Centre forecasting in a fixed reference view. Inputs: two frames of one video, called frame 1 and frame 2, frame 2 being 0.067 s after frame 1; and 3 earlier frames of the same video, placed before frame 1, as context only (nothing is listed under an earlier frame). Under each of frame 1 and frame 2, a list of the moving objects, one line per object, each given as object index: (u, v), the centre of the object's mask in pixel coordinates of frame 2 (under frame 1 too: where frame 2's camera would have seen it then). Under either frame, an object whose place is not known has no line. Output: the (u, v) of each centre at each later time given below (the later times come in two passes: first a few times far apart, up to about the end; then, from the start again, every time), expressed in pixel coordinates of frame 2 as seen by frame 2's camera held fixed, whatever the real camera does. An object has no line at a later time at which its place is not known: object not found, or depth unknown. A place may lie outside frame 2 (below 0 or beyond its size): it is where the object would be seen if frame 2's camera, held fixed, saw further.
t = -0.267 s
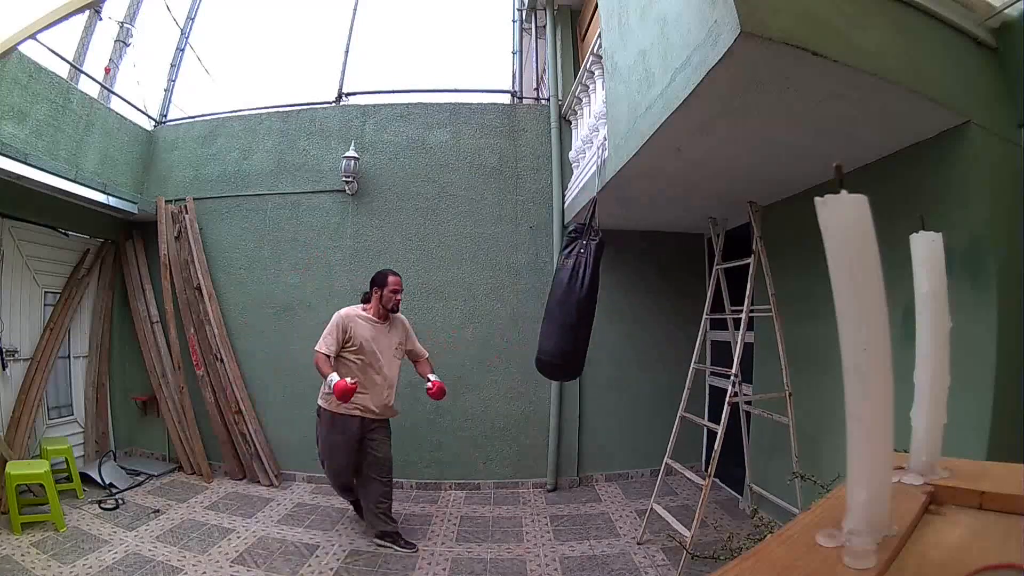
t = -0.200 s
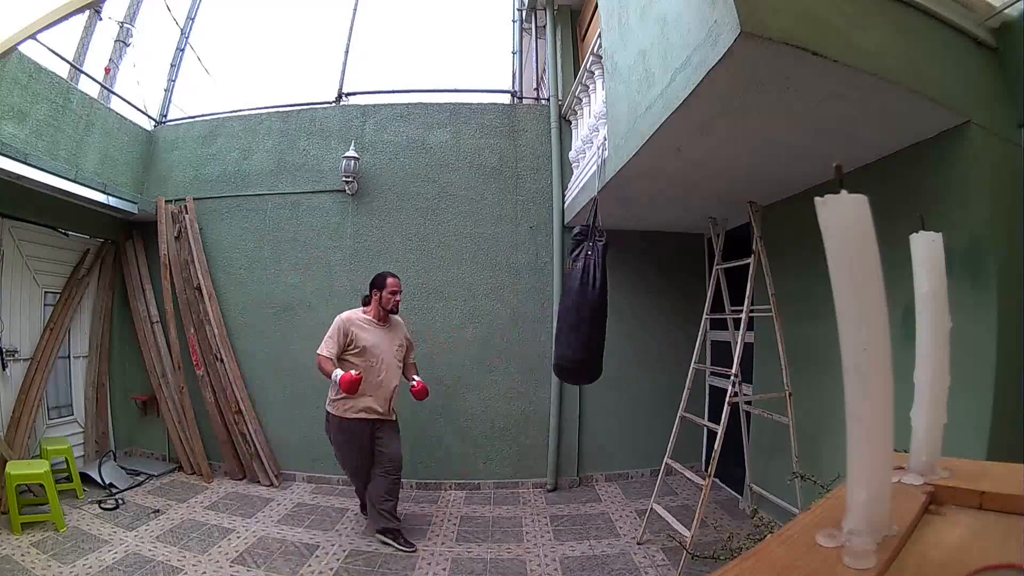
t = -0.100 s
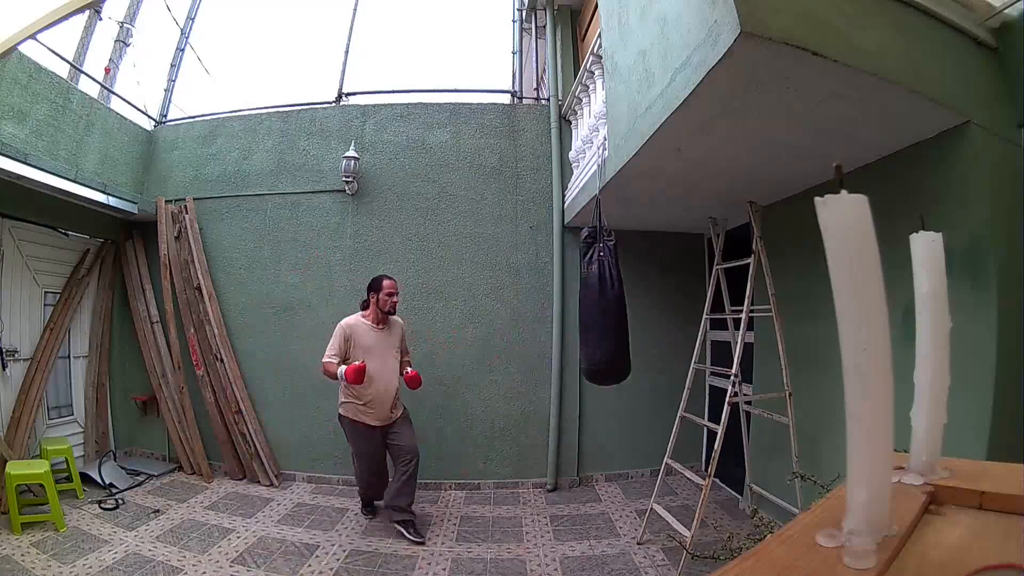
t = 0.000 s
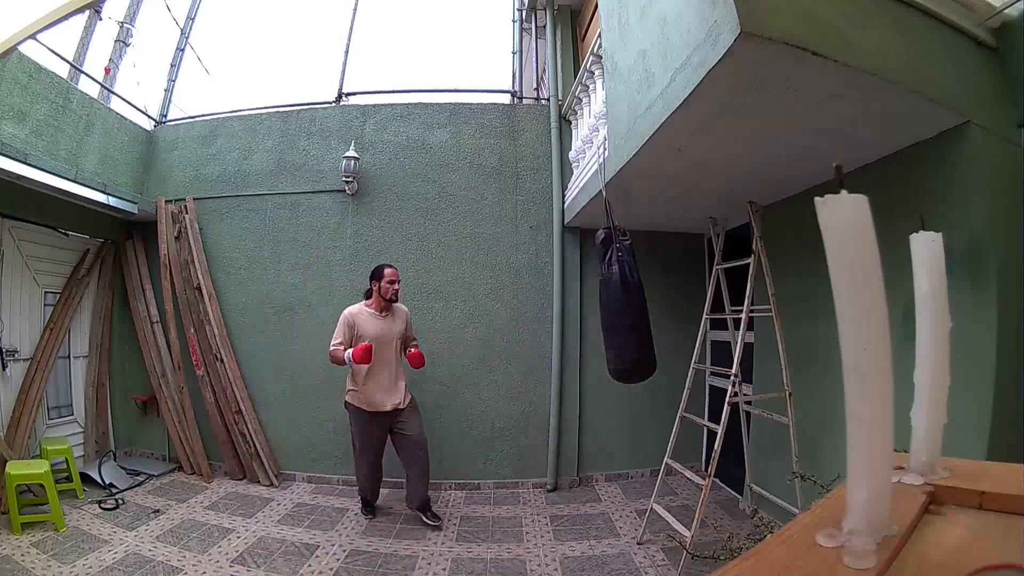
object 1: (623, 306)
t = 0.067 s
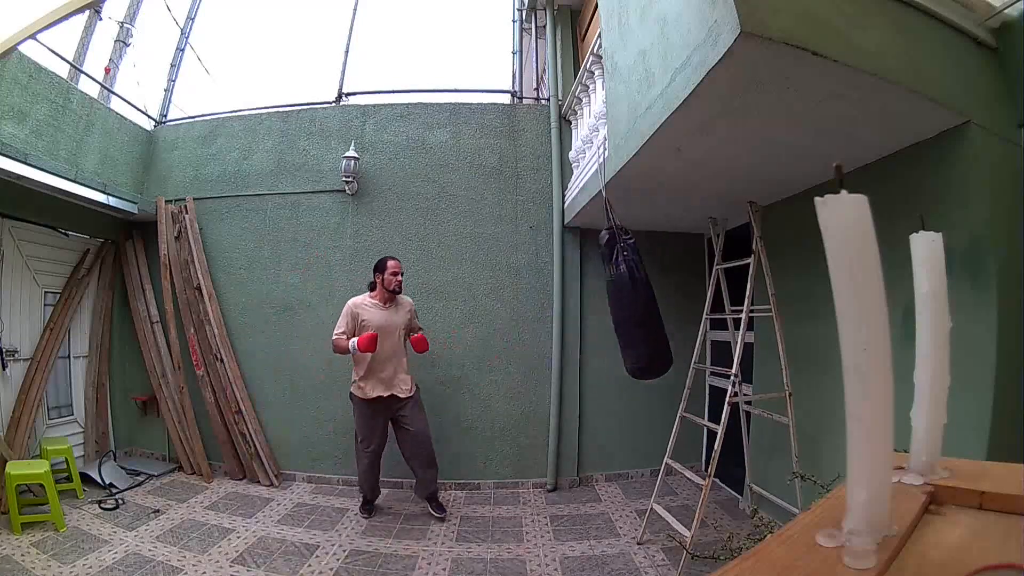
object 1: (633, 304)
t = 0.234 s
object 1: (652, 298)
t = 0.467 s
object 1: (653, 296)
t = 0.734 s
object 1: (624, 306)
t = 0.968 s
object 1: (581, 304)
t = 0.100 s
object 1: (637, 301)
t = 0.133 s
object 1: (642, 299)
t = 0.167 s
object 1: (646, 297)
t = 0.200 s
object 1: (648, 295)
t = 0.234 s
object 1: (652, 298)
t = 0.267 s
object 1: (654, 296)
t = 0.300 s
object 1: (656, 295)
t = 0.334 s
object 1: (657, 295)
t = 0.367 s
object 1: (657, 295)
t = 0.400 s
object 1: (656, 295)
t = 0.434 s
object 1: (655, 295)
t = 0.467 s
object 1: (653, 296)
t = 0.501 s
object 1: (651, 297)
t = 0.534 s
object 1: (649, 298)
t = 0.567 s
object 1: (646, 299)
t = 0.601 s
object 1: (642, 301)
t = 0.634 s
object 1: (638, 303)
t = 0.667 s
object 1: (634, 304)
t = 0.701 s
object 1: (629, 305)
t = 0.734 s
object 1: (624, 306)
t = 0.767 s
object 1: (618, 307)
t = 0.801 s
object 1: (612, 308)
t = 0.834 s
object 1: (606, 308)
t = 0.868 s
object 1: (600, 305)
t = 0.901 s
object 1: (594, 305)
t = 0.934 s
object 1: (588, 304)
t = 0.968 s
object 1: (581, 304)
